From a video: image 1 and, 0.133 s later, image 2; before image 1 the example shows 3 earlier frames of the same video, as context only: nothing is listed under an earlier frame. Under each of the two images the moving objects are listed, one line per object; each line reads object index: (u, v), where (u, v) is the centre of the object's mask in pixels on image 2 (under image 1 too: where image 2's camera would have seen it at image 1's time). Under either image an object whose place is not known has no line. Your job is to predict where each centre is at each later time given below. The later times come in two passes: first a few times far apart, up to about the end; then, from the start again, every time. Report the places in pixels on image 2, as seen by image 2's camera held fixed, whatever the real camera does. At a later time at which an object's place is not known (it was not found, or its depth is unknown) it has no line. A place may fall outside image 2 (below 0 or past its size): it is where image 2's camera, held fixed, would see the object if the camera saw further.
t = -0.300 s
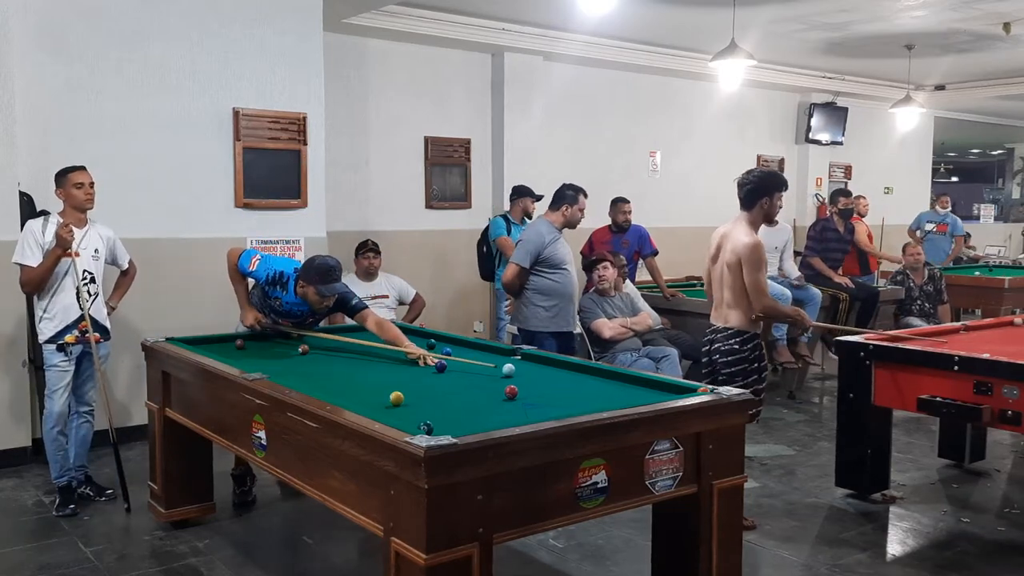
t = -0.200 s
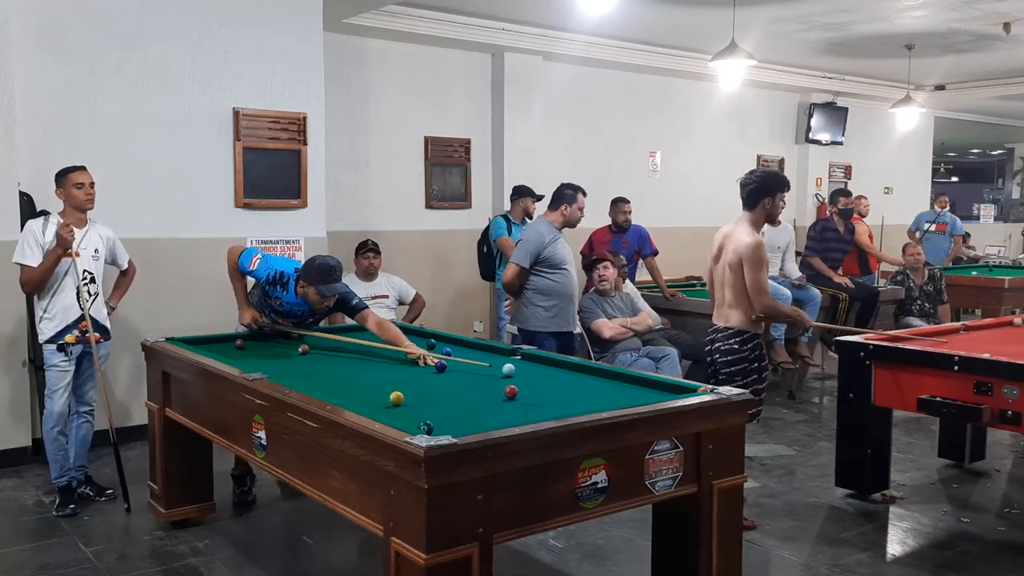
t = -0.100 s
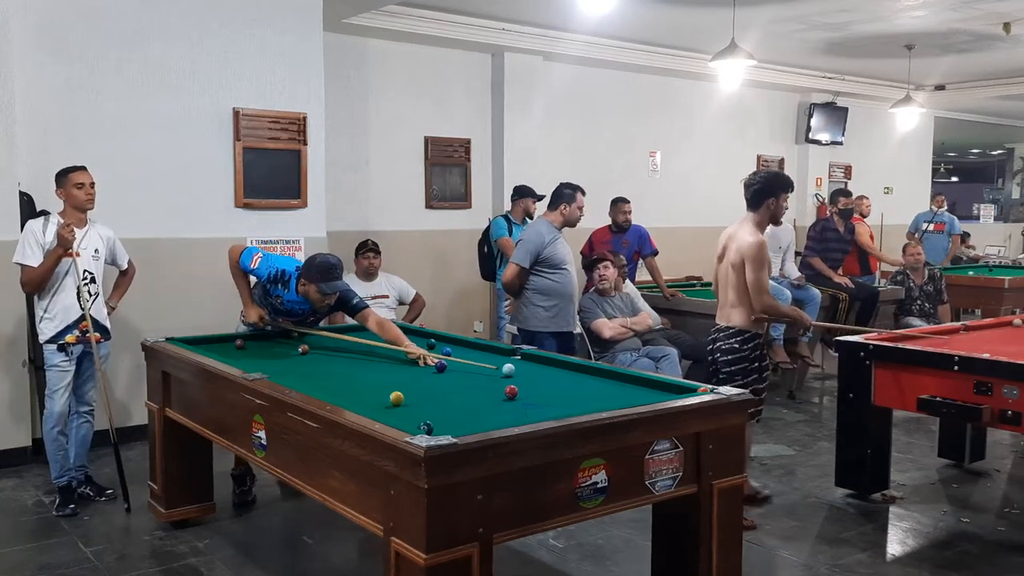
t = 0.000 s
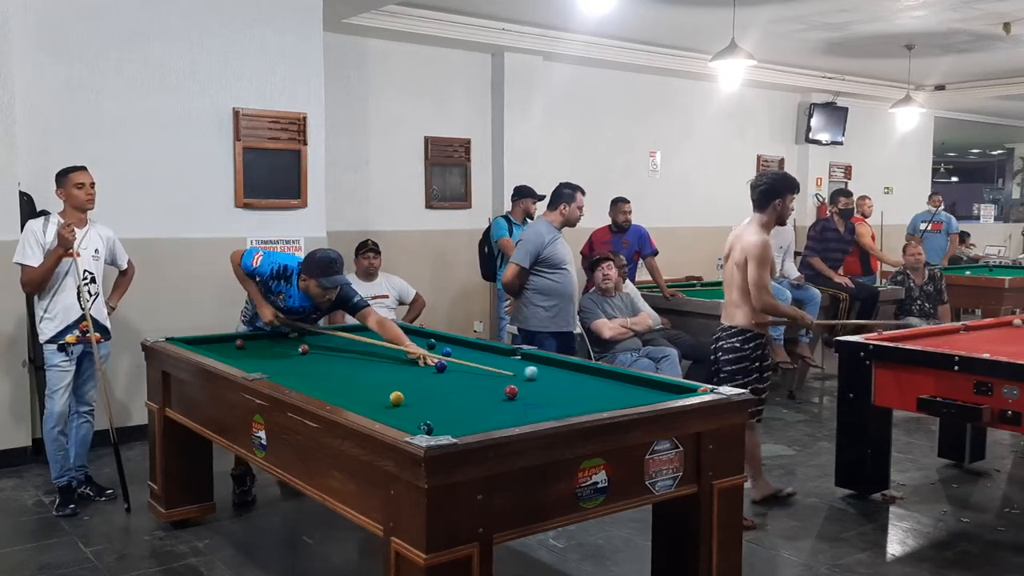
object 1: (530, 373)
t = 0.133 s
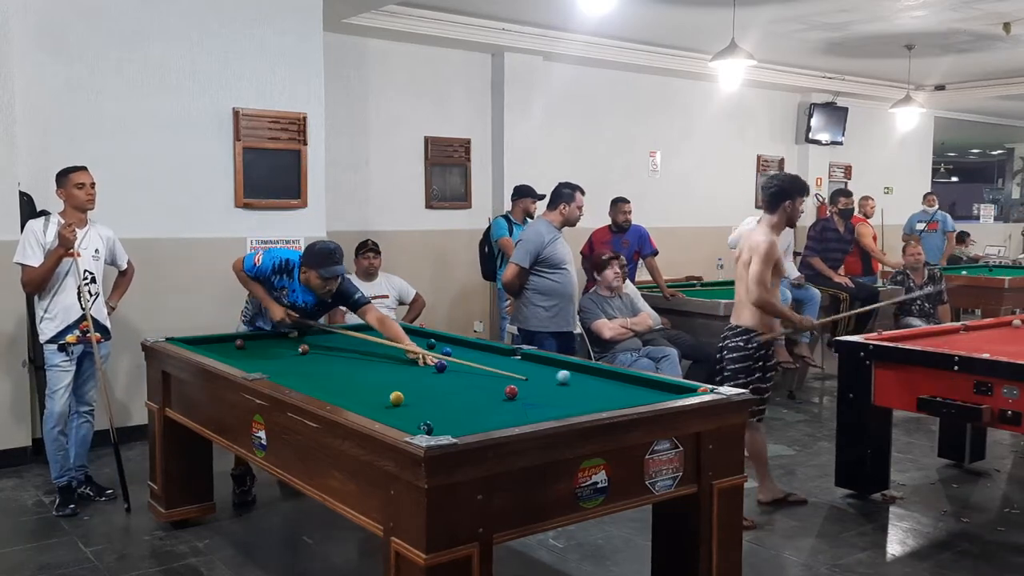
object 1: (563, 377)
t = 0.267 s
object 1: (592, 381)
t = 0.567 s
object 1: (661, 389)
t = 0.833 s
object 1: (681, 391)
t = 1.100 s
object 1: (665, 389)
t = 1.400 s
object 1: (649, 388)
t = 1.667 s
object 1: (637, 386)
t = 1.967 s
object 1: (626, 384)
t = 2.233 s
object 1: (618, 382)
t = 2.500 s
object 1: (612, 381)
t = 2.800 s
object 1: (606, 380)
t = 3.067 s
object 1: (603, 379)
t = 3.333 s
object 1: (601, 379)
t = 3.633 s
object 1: (601, 378)
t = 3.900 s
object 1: (601, 378)
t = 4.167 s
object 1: (601, 378)
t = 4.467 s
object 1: (601, 378)
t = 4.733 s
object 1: (601, 378)
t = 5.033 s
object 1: (601, 378)
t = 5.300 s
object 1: (601, 378)
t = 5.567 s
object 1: (601, 378)
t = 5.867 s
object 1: (601, 378)
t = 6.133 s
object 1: (601, 378)
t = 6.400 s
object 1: (601, 379)
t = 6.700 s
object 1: (601, 379)
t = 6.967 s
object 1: (601, 379)
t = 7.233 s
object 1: (601, 379)
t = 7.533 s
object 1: (601, 378)
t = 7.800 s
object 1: (601, 379)
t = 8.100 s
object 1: (601, 379)
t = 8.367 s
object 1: (601, 379)
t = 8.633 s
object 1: (601, 378)
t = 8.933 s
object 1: (601, 378)
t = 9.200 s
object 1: (601, 378)
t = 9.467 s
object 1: (601, 378)
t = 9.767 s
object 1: (601, 378)
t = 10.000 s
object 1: (601, 378)
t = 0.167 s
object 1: (570, 378)
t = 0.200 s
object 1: (578, 379)
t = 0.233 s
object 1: (585, 380)
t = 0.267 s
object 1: (592, 381)
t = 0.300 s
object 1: (600, 382)
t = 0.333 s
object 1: (607, 383)
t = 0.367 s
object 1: (615, 383)
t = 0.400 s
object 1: (622, 384)
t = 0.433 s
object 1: (630, 385)
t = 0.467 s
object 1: (638, 386)
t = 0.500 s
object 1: (645, 387)
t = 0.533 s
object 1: (653, 388)
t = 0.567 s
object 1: (661, 389)
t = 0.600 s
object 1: (669, 390)
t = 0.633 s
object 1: (677, 390)
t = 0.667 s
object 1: (684, 391)
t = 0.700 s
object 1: (689, 390)
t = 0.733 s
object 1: (688, 390)
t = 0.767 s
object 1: (685, 390)
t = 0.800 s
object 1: (683, 391)
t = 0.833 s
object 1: (681, 391)
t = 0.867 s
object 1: (679, 391)
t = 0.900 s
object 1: (677, 390)
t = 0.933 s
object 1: (675, 390)
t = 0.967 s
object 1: (673, 390)
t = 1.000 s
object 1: (671, 390)
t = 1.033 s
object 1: (668, 390)
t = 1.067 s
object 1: (666, 389)
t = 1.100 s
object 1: (665, 389)
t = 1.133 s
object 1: (663, 389)
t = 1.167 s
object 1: (661, 389)
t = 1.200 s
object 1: (659, 389)
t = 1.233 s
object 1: (657, 389)
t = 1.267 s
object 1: (656, 389)
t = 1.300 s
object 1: (654, 389)
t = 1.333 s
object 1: (652, 388)
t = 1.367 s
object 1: (651, 388)
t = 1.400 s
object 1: (649, 388)
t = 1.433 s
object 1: (647, 387)
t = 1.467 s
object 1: (645, 387)
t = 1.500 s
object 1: (644, 387)
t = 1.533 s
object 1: (642, 387)
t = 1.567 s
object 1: (641, 386)
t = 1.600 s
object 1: (639, 386)
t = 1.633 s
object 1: (638, 386)
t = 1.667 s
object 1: (637, 386)
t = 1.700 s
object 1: (635, 386)
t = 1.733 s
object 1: (634, 385)
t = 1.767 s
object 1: (633, 385)
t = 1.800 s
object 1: (632, 385)
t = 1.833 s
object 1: (630, 384)
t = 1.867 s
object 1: (629, 384)
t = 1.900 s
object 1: (628, 384)
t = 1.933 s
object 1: (627, 384)
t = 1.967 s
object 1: (626, 384)
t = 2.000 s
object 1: (625, 384)
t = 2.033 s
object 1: (624, 383)
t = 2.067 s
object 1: (623, 383)
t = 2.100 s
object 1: (622, 383)
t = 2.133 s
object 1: (621, 383)
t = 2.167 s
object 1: (620, 383)
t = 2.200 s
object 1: (619, 383)
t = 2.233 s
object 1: (618, 382)
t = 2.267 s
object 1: (617, 382)
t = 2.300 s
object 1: (616, 382)
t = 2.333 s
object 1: (616, 382)
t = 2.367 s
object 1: (615, 381)
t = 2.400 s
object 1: (614, 381)
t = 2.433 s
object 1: (613, 381)
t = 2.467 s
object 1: (612, 381)
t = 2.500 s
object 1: (612, 381)
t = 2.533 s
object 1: (611, 381)
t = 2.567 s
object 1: (610, 381)
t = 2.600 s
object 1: (610, 380)
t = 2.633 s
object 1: (609, 380)
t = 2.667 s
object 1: (608, 380)
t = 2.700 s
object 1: (608, 380)
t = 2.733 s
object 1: (607, 380)
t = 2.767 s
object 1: (607, 380)
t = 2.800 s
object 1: (606, 380)
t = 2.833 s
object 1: (606, 379)
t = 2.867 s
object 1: (605, 379)
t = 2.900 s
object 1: (605, 379)
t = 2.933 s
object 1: (605, 379)
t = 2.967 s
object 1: (604, 379)
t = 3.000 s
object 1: (604, 379)
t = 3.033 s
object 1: (603, 379)
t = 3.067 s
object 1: (603, 379)
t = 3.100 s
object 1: (603, 379)
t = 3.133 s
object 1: (603, 379)
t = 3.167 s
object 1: (602, 379)
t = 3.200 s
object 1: (602, 379)
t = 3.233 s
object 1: (602, 378)
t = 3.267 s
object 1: (602, 378)
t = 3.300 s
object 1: (602, 378)
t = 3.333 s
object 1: (601, 379)
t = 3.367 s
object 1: (601, 378)
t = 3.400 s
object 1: (601, 378)
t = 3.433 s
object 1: (601, 378)
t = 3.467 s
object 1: (601, 378)
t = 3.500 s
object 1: (601, 378)
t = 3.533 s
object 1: (601, 378)
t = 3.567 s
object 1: (601, 378)
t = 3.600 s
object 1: (601, 378)
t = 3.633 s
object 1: (601, 378)
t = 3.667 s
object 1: (601, 378)
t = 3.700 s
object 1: (601, 378)
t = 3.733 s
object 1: (601, 378)
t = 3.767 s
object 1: (601, 378)
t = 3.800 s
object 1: (601, 378)
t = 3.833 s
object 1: (601, 378)
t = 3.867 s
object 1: (601, 378)
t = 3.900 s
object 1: (601, 378)
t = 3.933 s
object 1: (601, 378)
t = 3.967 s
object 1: (601, 378)
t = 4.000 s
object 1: (601, 378)
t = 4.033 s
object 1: (601, 378)
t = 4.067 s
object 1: (601, 378)
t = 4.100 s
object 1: (601, 378)
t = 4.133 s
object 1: (601, 378)
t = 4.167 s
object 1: (601, 378)
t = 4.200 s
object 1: (601, 378)
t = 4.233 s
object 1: (601, 378)
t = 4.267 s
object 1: (601, 378)
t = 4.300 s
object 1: (601, 378)
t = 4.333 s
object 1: (601, 378)
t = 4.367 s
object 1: (601, 378)
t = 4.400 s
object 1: (601, 378)
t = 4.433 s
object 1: (601, 378)
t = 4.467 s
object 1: (601, 378)
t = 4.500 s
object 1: (601, 378)
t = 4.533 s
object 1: (601, 378)
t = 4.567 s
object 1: (601, 378)
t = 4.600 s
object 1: (601, 378)
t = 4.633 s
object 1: (601, 378)
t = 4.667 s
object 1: (601, 378)
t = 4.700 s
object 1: (601, 378)
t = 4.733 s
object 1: (601, 378)
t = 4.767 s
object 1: (601, 378)
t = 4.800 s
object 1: (601, 378)
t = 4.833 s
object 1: (601, 378)
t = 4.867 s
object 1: (601, 378)
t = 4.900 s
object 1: (601, 378)
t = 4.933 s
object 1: (601, 378)
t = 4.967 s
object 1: (601, 379)
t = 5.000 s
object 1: (601, 378)
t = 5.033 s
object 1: (601, 378)
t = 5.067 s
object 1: (601, 378)
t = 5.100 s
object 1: (601, 378)
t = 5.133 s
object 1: (601, 378)
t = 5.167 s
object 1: (601, 378)
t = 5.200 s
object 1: (601, 378)
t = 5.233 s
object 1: (601, 378)
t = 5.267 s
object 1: (601, 378)
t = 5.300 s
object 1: (601, 378)
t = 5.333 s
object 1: (601, 378)
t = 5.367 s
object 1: (601, 378)
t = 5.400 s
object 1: (601, 378)
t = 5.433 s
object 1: (601, 379)
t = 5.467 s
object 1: (601, 378)
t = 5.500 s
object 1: (601, 378)
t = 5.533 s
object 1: (601, 378)
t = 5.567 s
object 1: (601, 378)
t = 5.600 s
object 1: (601, 378)
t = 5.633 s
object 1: (601, 378)
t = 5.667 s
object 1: (601, 378)
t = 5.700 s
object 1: (601, 378)
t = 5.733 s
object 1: (601, 379)
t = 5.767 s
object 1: (601, 378)
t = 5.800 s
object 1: (601, 378)
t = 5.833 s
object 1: (601, 379)
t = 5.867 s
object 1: (601, 378)
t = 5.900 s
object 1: (601, 379)
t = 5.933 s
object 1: (601, 378)
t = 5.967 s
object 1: (601, 378)
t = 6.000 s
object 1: (601, 378)
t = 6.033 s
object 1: (601, 378)
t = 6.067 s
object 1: (601, 379)
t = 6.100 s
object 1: (601, 378)
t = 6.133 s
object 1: (601, 378)
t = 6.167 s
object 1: (601, 379)
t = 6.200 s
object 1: (601, 379)
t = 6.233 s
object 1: (601, 379)
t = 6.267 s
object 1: (601, 379)
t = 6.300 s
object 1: (601, 379)
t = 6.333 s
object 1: (601, 378)
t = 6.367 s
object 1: (601, 379)
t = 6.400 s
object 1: (601, 379)
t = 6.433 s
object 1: (601, 378)
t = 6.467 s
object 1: (601, 379)
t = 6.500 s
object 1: (601, 379)
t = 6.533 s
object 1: (601, 379)
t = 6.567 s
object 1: (601, 379)
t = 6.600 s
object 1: (601, 379)
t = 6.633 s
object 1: (601, 379)
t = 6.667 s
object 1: (601, 379)
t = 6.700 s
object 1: (601, 379)
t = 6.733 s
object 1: (601, 378)
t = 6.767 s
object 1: (601, 379)
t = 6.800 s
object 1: (601, 379)
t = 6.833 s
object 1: (601, 378)
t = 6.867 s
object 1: (601, 378)
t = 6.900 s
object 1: (601, 379)
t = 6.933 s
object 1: (601, 379)
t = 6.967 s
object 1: (601, 379)
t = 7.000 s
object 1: (601, 379)
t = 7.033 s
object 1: (601, 378)
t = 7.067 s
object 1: (601, 378)
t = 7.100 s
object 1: (601, 378)
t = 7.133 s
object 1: (601, 378)
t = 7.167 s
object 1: (601, 379)
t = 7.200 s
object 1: (601, 378)
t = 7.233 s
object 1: (601, 379)
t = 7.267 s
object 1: (601, 378)
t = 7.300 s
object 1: (601, 378)
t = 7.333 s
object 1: (601, 378)
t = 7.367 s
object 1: (601, 378)
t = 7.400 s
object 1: (601, 378)
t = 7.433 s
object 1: (601, 378)
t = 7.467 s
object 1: (601, 378)
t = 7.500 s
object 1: (601, 378)
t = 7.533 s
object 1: (601, 378)
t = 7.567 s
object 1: (601, 378)
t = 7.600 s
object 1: (601, 378)
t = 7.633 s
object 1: (601, 378)
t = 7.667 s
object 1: (601, 378)
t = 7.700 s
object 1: (601, 378)
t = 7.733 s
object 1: (601, 379)
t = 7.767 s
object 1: (601, 378)
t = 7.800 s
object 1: (601, 379)
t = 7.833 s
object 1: (601, 379)
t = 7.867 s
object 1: (601, 379)
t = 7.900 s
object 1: (601, 379)
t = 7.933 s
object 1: (601, 379)
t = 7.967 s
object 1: (601, 379)
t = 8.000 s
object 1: (601, 379)
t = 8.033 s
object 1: (601, 379)
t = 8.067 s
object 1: (601, 379)
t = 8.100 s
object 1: (601, 379)
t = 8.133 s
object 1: (601, 379)
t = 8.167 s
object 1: (601, 378)
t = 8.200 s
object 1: (601, 379)
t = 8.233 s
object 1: (601, 378)
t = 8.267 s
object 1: (601, 379)
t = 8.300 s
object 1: (601, 379)
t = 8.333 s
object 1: (601, 379)
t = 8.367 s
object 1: (601, 379)
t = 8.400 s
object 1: (601, 378)
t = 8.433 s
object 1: (601, 378)
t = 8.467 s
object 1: (601, 379)
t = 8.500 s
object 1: (601, 378)
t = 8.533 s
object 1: (601, 378)
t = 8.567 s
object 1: (601, 378)
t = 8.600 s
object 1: (601, 378)
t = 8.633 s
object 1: (601, 378)
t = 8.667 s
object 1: (601, 378)
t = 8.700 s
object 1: (601, 378)
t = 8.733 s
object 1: (601, 378)
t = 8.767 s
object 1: (601, 378)
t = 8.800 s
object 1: (601, 378)
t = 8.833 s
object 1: (601, 378)
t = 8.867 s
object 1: (601, 378)
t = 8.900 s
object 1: (601, 378)
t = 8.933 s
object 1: (601, 378)
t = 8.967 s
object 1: (601, 378)
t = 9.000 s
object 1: (601, 378)
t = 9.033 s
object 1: (601, 378)
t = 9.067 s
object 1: (601, 378)
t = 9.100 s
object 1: (601, 378)
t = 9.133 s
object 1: (601, 378)
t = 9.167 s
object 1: (601, 378)
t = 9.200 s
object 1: (601, 378)
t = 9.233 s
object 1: (601, 378)
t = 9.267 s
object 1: (601, 378)
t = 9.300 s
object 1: (601, 378)
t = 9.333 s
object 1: (601, 378)
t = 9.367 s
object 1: (601, 378)
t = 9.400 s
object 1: (601, 378)
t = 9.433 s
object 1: (601, 378)
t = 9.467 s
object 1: (601, 378)
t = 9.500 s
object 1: (601, 378)
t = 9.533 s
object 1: (601, 378)
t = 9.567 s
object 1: (601, 378)
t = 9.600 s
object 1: (601, 378)
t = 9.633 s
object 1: (601, 378)
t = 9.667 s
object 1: (601, 378)
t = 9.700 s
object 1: (601, 378)
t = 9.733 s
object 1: (601, 378)
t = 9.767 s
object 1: (601, 378)
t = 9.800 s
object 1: (601, 378)
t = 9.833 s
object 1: (601, 378)
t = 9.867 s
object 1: (601, 378)
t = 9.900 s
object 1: (601, 378)
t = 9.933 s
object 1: (601, 378)
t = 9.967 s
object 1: (601, 378)
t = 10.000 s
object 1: (601, 378)
